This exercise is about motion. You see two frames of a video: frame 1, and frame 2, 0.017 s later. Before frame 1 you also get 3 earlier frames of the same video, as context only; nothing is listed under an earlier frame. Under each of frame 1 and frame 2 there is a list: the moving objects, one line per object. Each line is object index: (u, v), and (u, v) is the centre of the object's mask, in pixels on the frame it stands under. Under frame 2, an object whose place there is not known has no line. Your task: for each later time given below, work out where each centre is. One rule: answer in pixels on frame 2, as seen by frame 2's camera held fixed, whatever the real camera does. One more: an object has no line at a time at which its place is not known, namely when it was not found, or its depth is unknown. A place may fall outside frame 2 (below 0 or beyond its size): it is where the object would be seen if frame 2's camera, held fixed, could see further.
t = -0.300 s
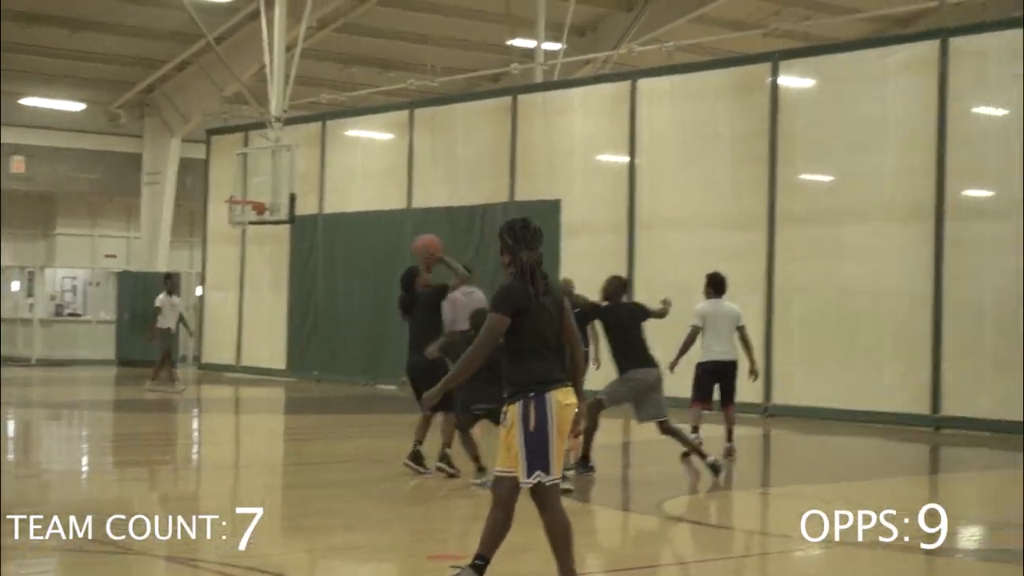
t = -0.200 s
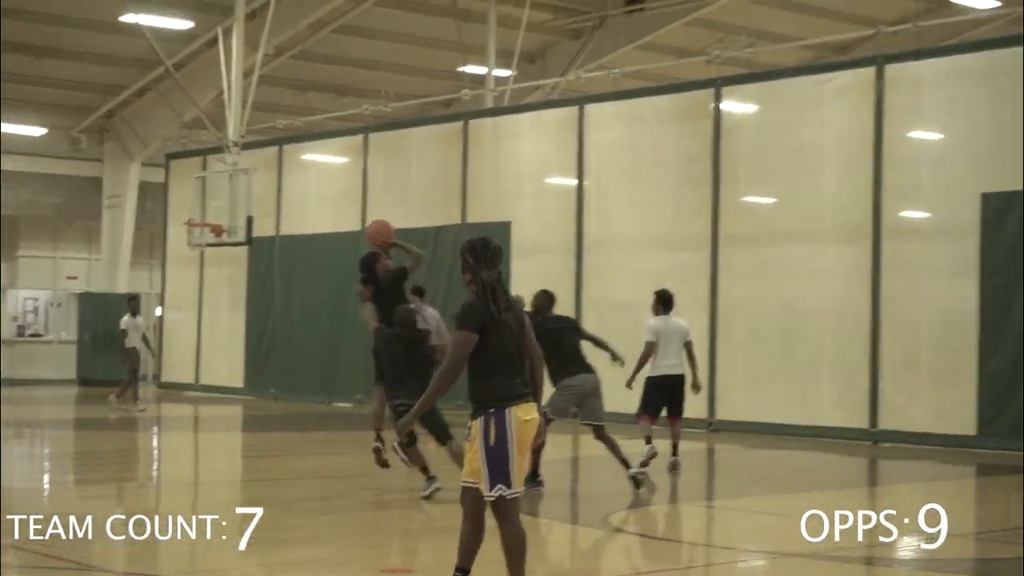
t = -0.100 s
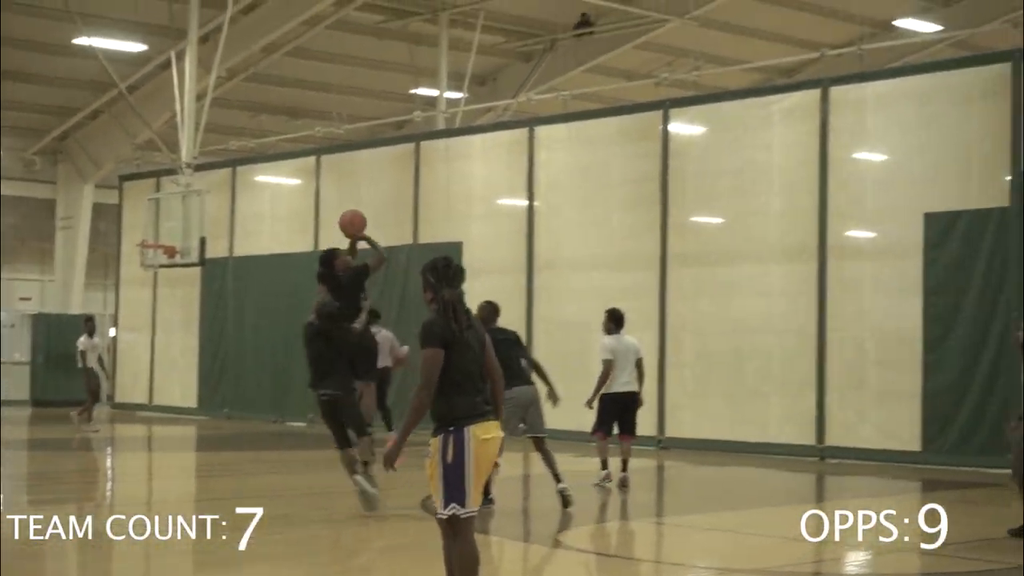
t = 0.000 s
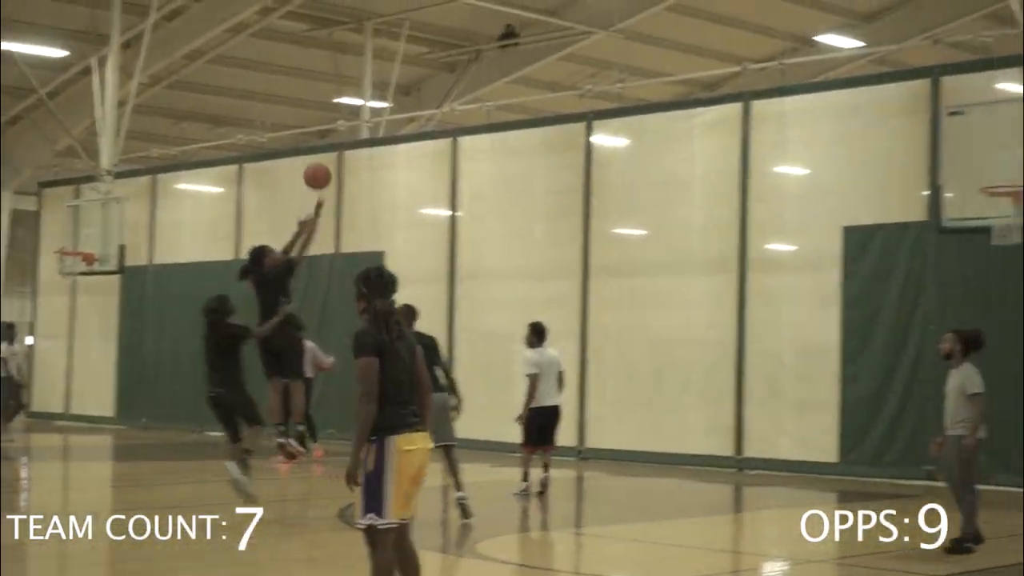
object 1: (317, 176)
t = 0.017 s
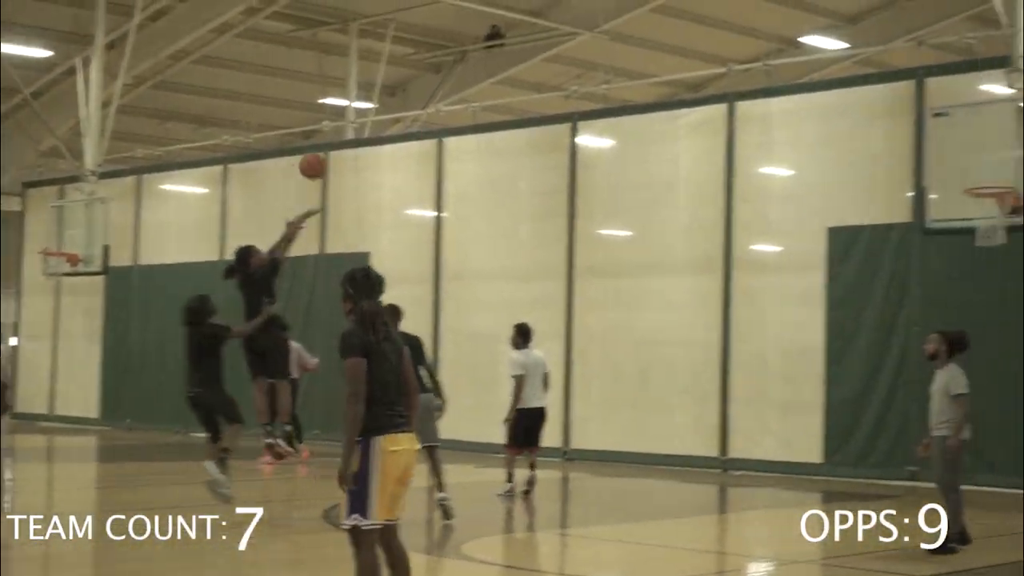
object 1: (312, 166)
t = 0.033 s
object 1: (323, 154)
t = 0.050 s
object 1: (333, 145)
